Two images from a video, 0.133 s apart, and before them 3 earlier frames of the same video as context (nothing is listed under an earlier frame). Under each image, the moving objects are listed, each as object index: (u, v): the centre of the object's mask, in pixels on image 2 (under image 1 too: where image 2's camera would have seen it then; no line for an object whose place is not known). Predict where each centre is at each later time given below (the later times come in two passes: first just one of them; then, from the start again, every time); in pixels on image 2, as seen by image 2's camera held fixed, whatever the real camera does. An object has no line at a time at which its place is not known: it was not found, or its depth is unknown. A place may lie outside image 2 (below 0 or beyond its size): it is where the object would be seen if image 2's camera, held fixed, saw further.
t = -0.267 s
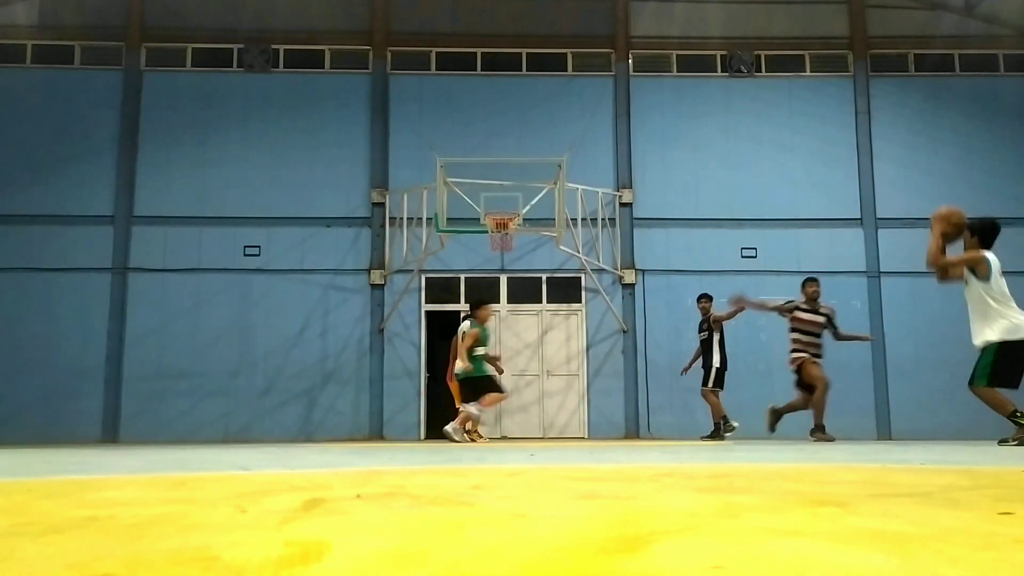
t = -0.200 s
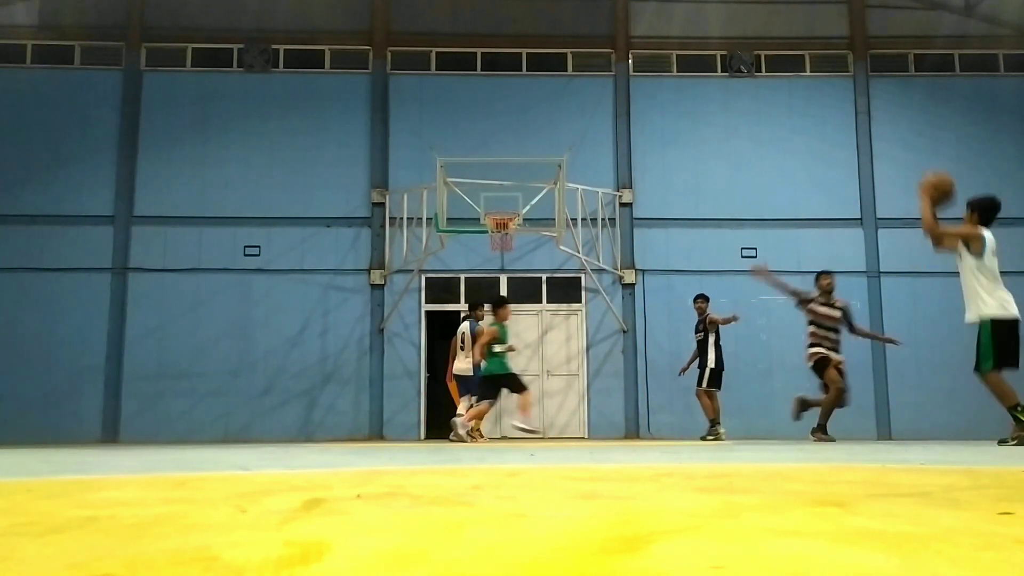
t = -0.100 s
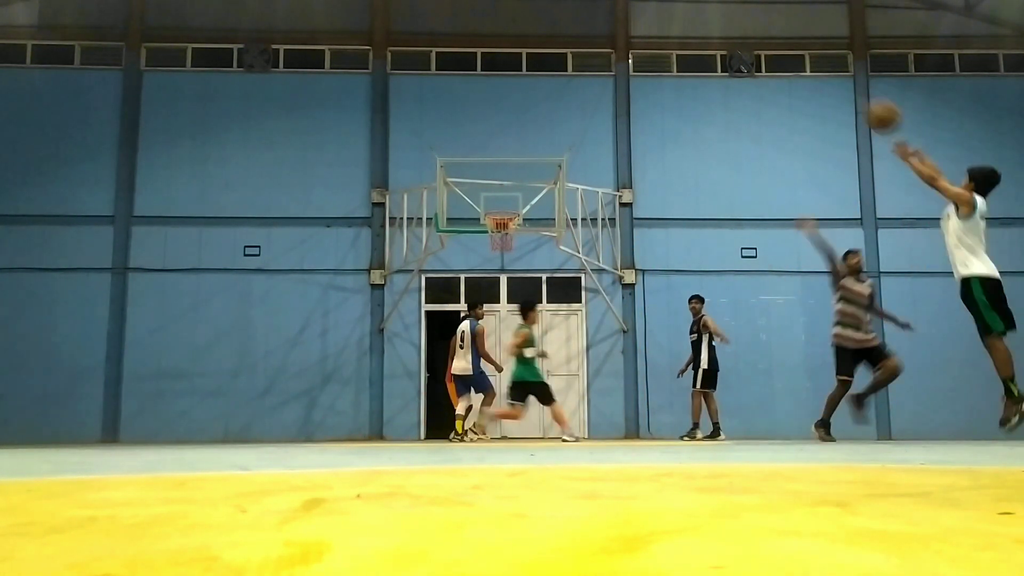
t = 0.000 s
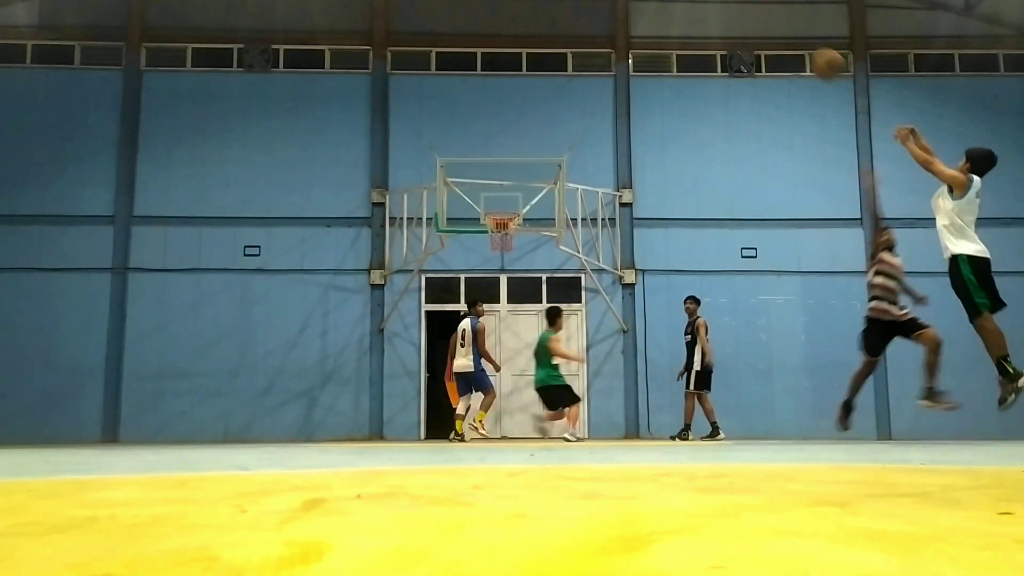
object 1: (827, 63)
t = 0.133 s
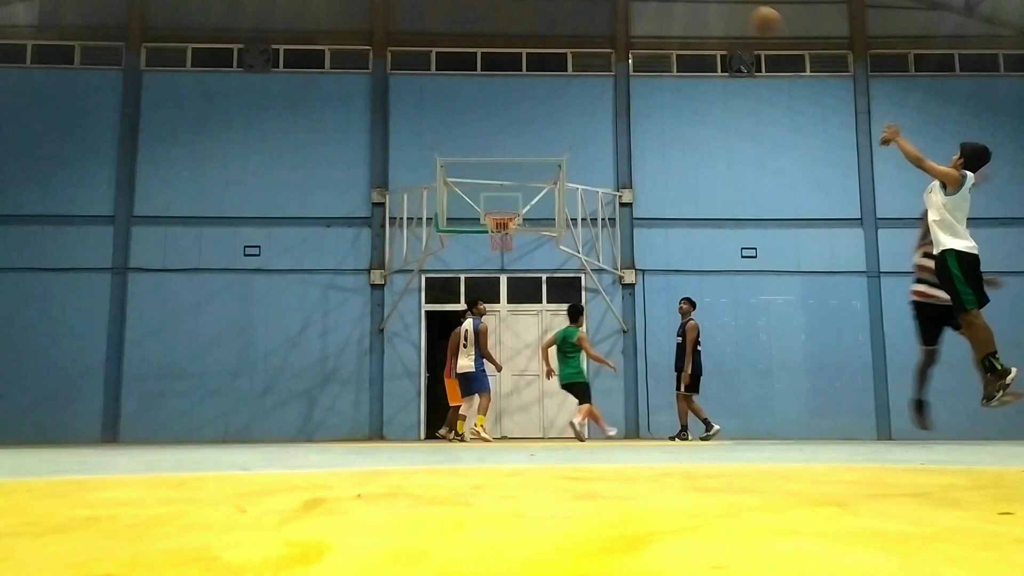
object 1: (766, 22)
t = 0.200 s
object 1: (739, 10)
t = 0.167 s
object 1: (752, 14)
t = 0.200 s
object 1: (739, 10)
